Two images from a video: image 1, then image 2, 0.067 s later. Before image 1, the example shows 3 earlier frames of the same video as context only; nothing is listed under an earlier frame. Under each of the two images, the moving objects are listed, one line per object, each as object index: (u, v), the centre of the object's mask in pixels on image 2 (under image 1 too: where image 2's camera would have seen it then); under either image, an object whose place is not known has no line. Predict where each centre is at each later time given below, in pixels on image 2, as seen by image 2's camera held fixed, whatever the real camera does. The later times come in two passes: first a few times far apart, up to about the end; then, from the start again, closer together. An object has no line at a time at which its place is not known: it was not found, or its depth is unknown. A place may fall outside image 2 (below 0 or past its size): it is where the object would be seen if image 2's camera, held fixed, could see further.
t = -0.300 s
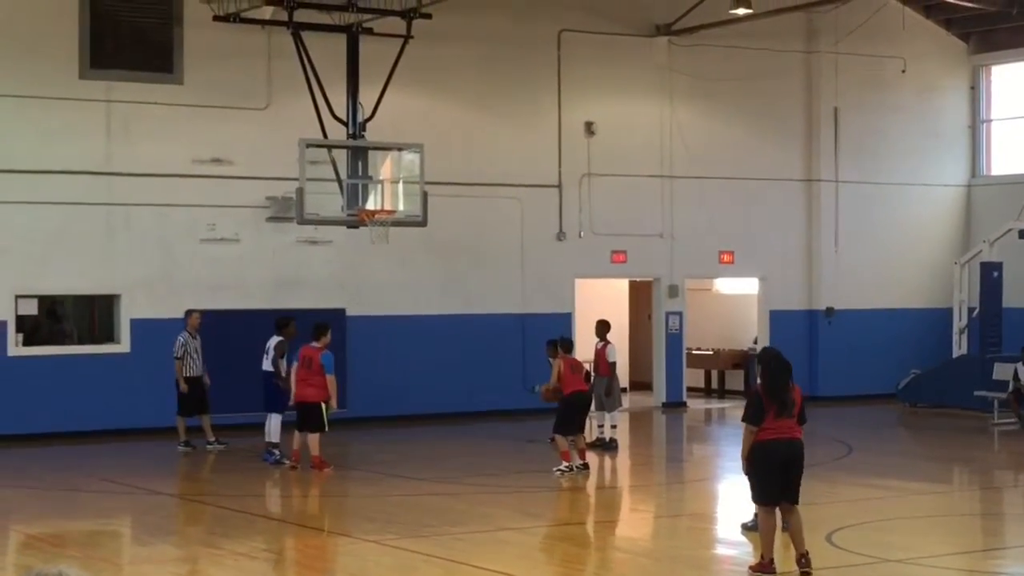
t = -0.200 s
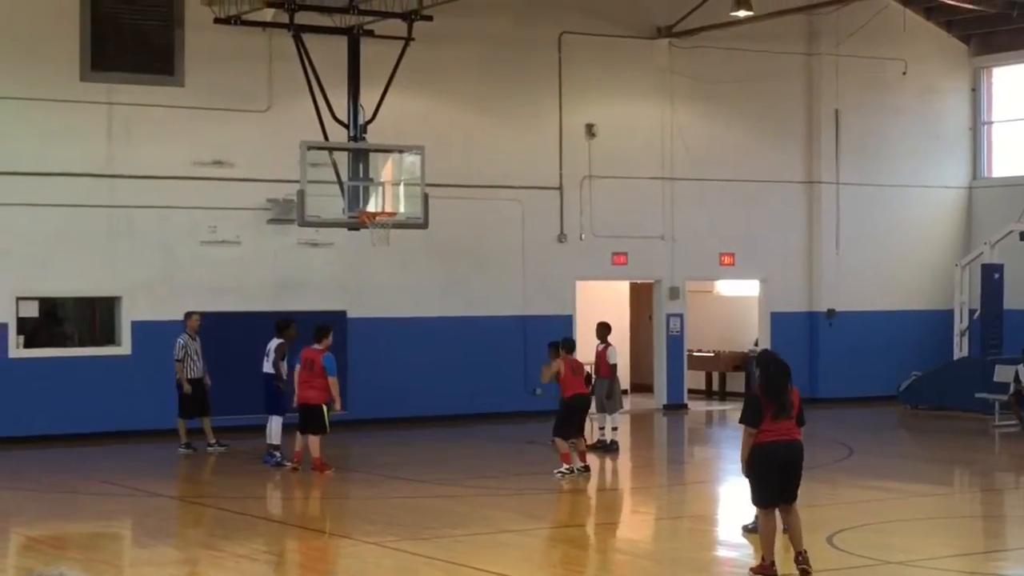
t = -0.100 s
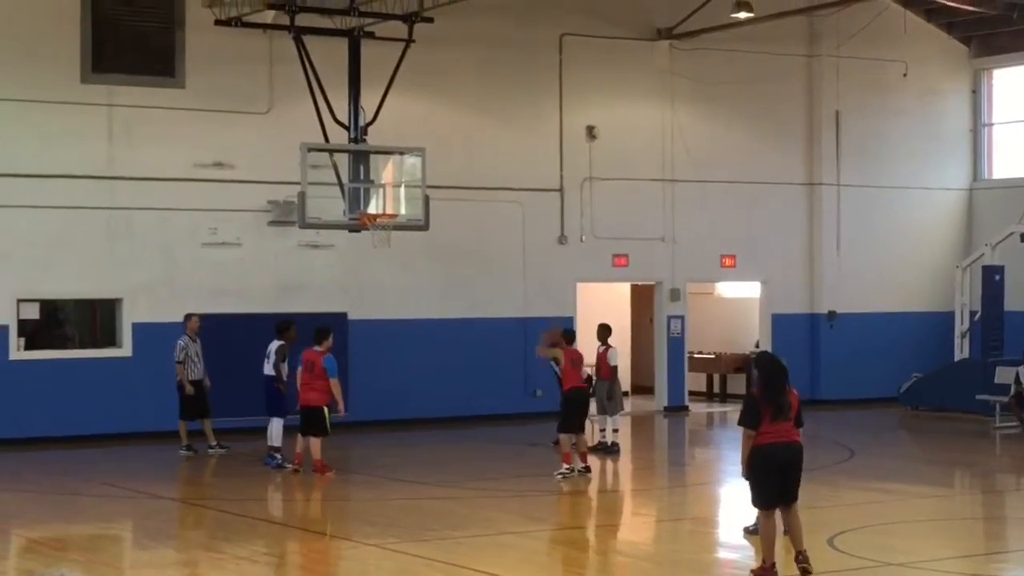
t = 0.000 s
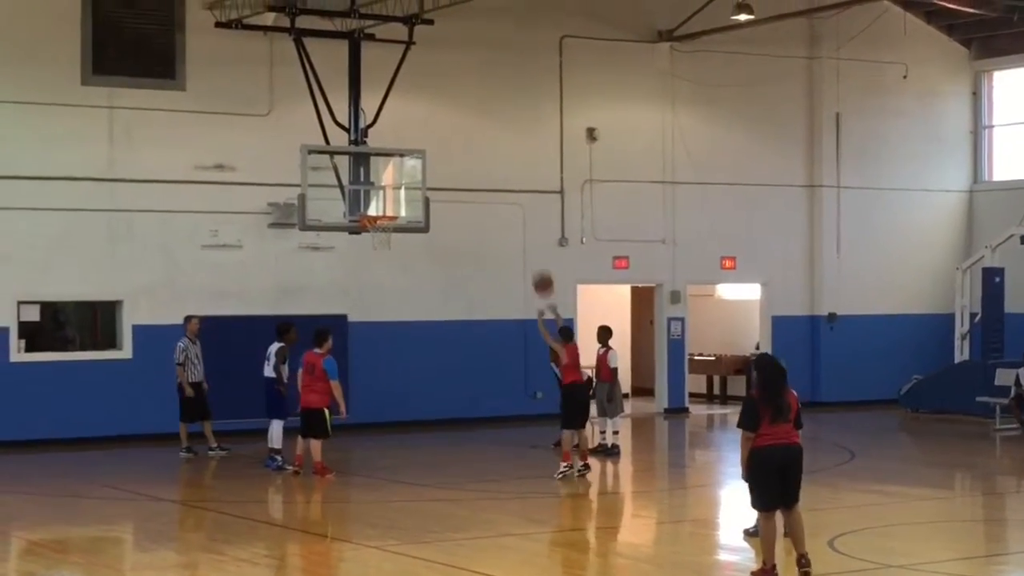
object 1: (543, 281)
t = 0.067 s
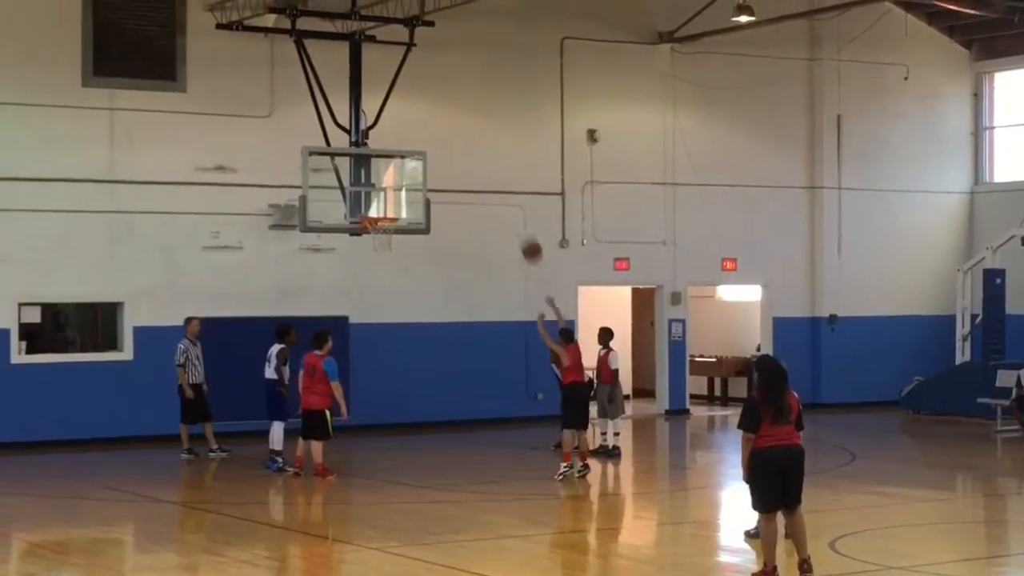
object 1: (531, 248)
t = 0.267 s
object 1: (495, 169)
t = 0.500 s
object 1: (458, 126)
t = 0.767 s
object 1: (420, 129)
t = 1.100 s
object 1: (385, 201)
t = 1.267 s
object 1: (379, 205)
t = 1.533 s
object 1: (340, 200)
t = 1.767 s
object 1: (306, 242)
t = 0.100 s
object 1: (525, 232)
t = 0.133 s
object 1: (519, 218)
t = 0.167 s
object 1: (513, 204)
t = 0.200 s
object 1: (507, 191)
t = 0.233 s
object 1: (501, 181)
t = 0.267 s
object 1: (495, 169)
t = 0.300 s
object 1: (489, 160)
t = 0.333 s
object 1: (484, 153)
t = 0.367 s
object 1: (479, 145)
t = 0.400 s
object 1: (474, 139)
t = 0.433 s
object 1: (468, 134)
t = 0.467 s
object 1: (463, 129)
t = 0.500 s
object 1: (458, 126)
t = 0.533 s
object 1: (453, 123)
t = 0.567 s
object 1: (448, 121)
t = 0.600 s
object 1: (443, 120)
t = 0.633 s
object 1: (438, 120)
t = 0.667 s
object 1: (434, 122)
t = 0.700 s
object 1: (429, 123)
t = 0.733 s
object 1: (424, 126)
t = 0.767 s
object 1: (420, 129)
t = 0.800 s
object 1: (415, 133)
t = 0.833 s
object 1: (410, 138)
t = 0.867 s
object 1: (406, 144)
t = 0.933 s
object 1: (398, 157)
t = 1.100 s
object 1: (385, 201)
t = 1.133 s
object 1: (388, 210)
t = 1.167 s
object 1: (389, 211)
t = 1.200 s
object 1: (388, 212)
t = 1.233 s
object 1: (384, 209)
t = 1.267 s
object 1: (379, 205)
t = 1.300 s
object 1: (374, 201)
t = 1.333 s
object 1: (370, 199)
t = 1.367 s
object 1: (363, 197)
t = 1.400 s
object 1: (361, 196)
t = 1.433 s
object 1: (354, 195)
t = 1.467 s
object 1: (349, 196)
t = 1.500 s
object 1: (345, 198)
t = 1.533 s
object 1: (340, 200)
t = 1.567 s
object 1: (334, 203)
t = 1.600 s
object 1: (330, 207)
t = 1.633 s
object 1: (325, 212)
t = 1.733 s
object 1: (311, 233)
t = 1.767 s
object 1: (306, 242)
